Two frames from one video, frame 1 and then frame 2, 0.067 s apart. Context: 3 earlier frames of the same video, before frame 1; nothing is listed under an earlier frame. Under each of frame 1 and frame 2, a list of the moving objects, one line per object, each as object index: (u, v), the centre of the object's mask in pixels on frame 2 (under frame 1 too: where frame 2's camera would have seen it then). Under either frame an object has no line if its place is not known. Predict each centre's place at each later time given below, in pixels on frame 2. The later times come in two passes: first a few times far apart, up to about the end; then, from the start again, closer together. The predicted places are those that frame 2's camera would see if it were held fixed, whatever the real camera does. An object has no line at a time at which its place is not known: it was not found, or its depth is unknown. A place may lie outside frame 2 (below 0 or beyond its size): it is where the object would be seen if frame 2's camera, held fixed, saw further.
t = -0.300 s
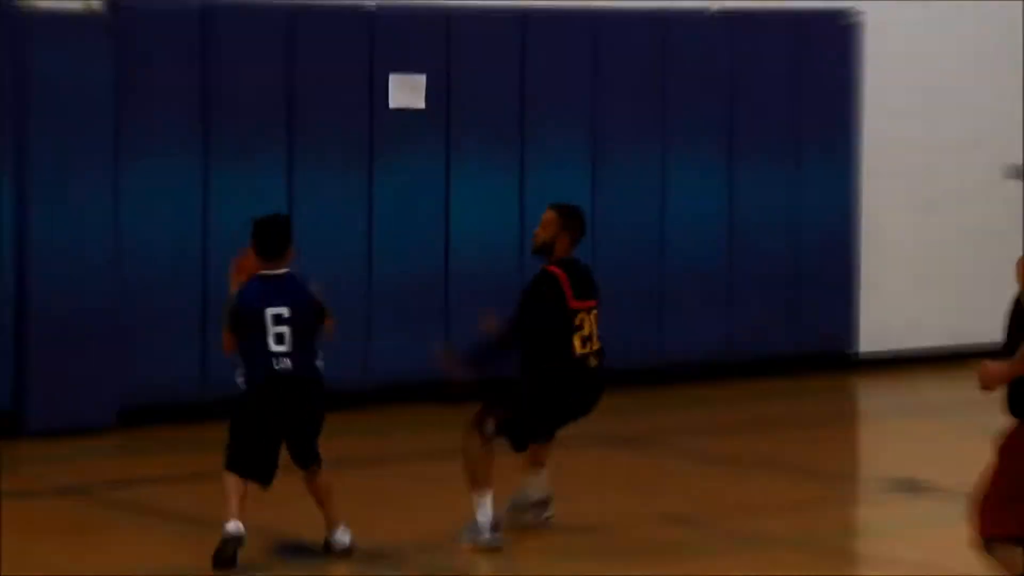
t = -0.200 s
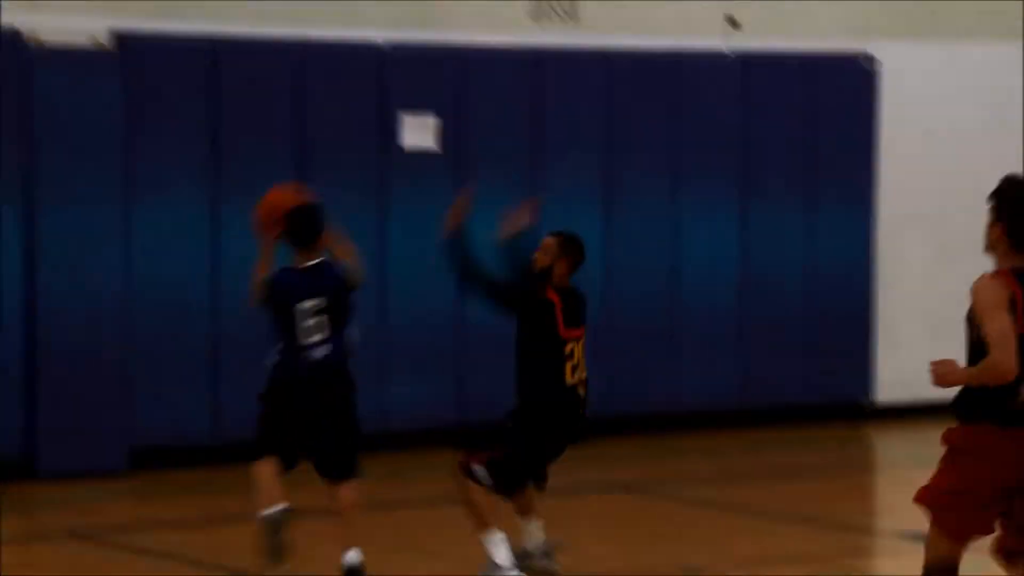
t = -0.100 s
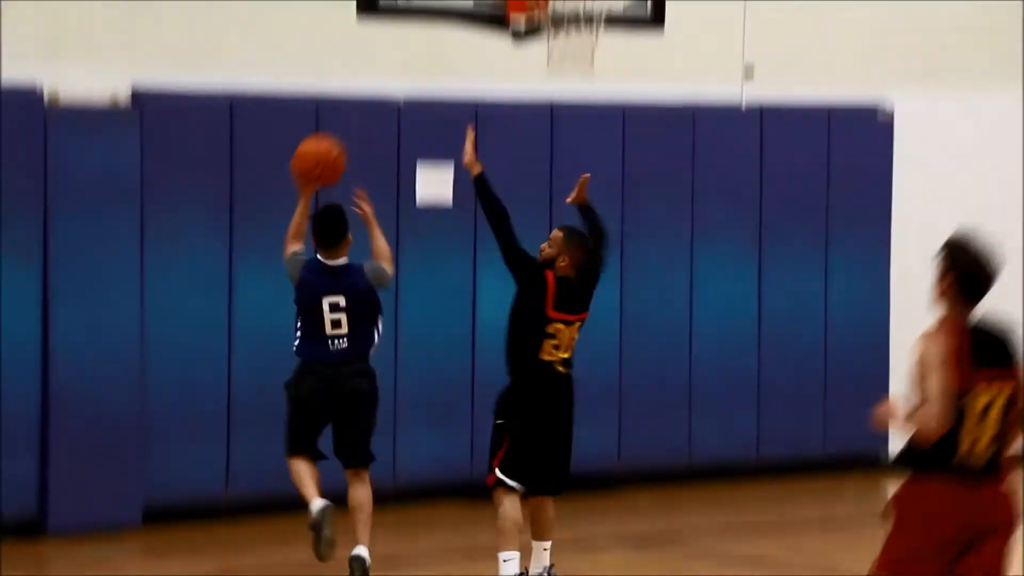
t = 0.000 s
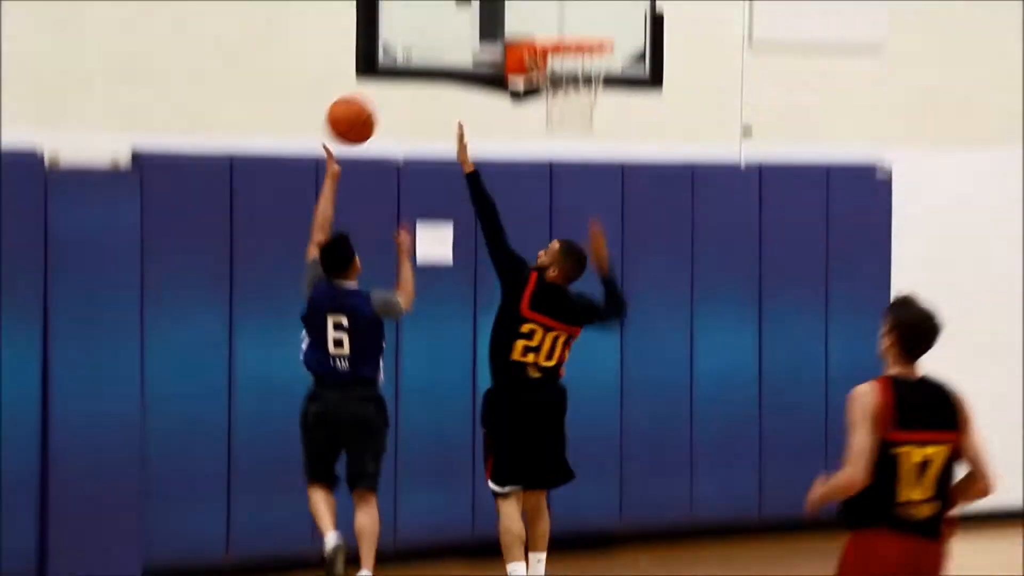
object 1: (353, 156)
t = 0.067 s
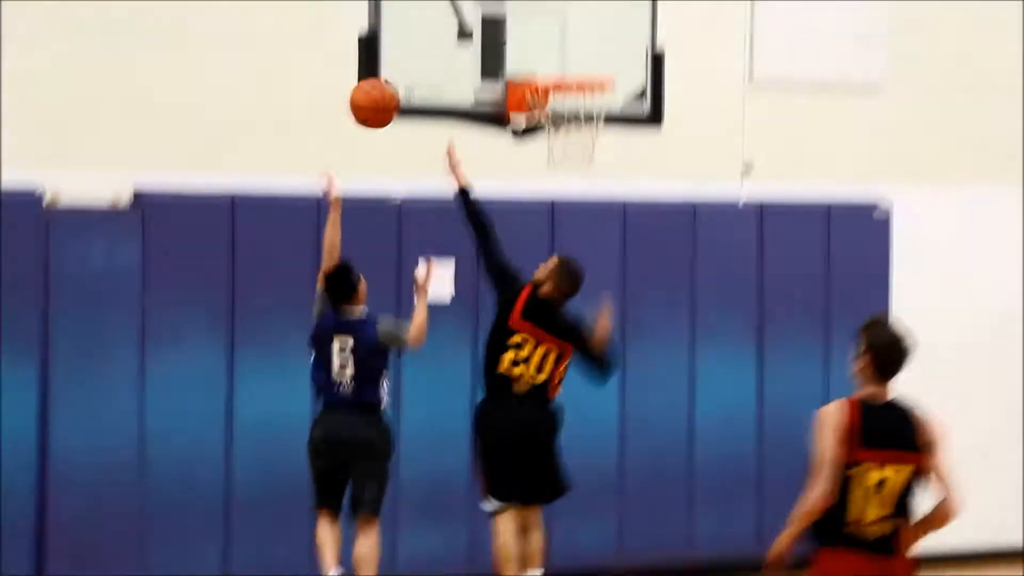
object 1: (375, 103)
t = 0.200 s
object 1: (412, 26)
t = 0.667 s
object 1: (591, 59)
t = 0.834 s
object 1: (538, 63)
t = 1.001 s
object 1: (555, 44)
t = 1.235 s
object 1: (586, 93)
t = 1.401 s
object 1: (573, 168)
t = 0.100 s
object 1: (383, 81)
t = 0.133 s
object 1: (393, 60)
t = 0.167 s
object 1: (403, 42)
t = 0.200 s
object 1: (412, 26)
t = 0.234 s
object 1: (422, 13)
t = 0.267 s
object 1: (432, 1)
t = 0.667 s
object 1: (591, 59)
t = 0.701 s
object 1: (588, 61)
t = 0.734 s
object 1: (575, 60)
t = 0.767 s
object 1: (563, 59)
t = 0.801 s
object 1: (550, 60)
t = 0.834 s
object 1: (538, 63)
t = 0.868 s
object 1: (536, 61)
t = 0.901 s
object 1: (541, 54)
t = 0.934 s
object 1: (546, 49)
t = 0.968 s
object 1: (551, 45)
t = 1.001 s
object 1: (555, 44)
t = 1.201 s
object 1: (583, 80)
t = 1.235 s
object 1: (586, 93)
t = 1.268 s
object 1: (583, 105)
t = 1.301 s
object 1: (581, 118)
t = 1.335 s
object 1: (578, 133)
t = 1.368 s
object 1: (575, 150)
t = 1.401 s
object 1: (573, 168)
